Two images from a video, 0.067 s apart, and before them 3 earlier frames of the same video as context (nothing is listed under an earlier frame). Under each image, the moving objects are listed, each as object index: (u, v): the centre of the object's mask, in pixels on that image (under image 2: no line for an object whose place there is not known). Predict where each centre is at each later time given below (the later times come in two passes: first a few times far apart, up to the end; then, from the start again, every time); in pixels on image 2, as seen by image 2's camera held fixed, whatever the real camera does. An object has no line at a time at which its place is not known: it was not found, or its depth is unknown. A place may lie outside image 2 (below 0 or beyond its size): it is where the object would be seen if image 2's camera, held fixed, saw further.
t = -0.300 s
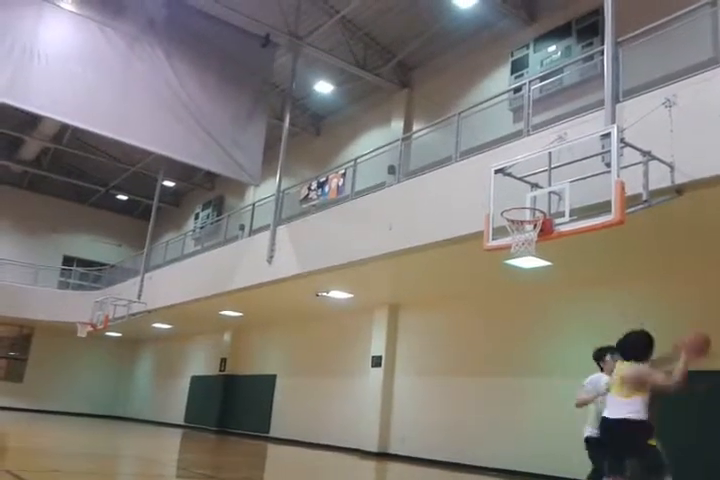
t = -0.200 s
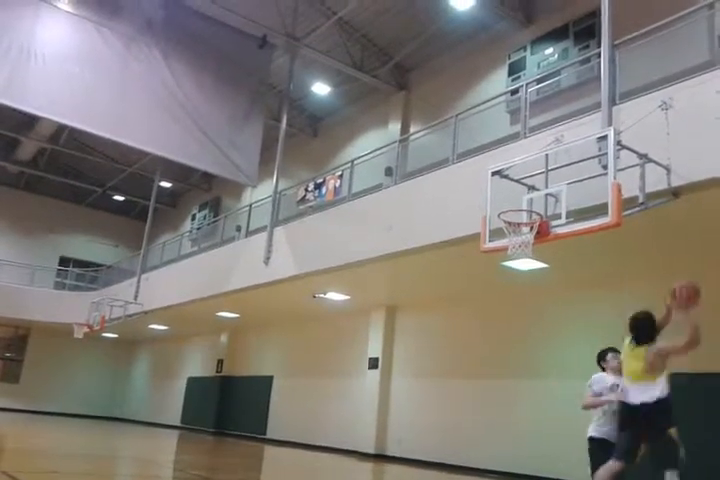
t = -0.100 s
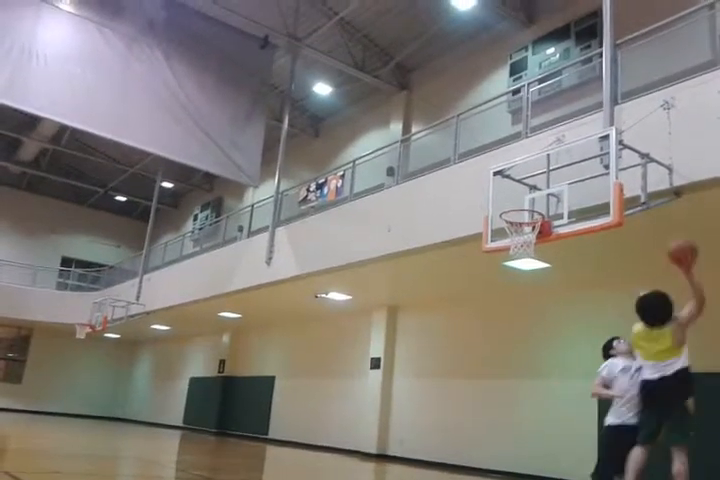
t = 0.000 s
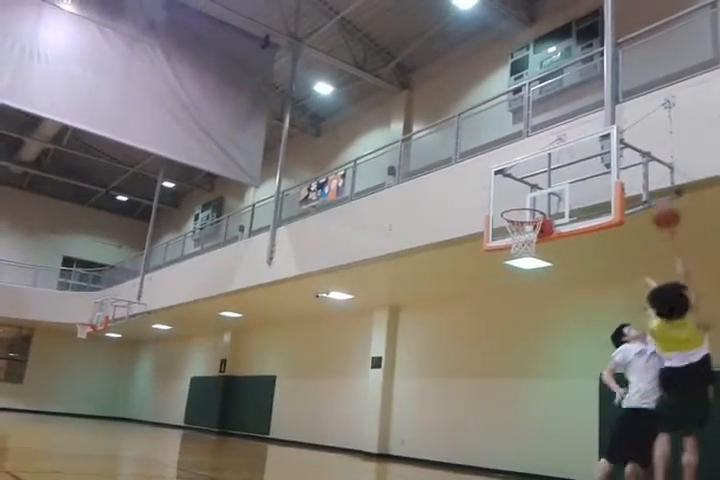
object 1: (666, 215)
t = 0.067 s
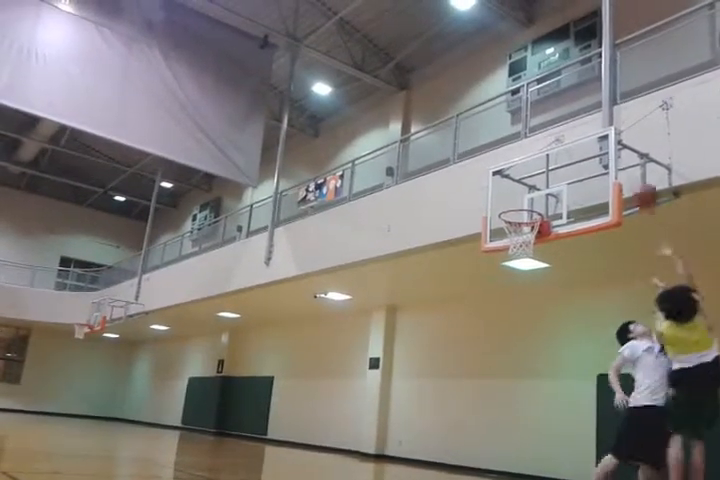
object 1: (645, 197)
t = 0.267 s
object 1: (599, 166)
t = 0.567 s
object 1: (547, 184)
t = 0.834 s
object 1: (509, 248)
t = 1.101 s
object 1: (482, 333)
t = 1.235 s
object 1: (466, 404)
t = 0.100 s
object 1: (637, 188)
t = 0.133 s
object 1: (629, 180)
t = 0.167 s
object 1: (621, 175)
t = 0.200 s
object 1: (613, 171)
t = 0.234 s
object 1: (606, 167)
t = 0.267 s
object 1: (599, 166)
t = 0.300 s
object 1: (593, 165)
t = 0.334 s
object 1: (587, 164)
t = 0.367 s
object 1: (580, 165)
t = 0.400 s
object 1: (574, 168)
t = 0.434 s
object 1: (568, 170)
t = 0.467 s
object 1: (563, 173)
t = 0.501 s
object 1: (558, 176)
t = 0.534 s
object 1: (553, 180)
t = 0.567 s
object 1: (547, 184)
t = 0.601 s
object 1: (542, 189)
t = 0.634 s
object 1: (537, 195)
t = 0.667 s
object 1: (532, 203)
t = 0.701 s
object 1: (528, 213)
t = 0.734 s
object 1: (522, 221)
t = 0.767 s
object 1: (520, 228)
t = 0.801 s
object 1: (513, 243)
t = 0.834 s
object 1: (509, 248)
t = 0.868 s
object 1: (507, 252)
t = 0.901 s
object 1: (502, 264)
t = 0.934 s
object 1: (498, 272)
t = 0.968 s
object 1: (495, 282)
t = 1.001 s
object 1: (492, 292)
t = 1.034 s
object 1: (490, 304)
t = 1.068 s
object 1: (486, 317)
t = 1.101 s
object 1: (482, 333)
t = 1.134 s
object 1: (478, 349)
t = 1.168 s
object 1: (474, 365)
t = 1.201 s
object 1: (472, 384)
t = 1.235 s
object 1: (466, 404)
